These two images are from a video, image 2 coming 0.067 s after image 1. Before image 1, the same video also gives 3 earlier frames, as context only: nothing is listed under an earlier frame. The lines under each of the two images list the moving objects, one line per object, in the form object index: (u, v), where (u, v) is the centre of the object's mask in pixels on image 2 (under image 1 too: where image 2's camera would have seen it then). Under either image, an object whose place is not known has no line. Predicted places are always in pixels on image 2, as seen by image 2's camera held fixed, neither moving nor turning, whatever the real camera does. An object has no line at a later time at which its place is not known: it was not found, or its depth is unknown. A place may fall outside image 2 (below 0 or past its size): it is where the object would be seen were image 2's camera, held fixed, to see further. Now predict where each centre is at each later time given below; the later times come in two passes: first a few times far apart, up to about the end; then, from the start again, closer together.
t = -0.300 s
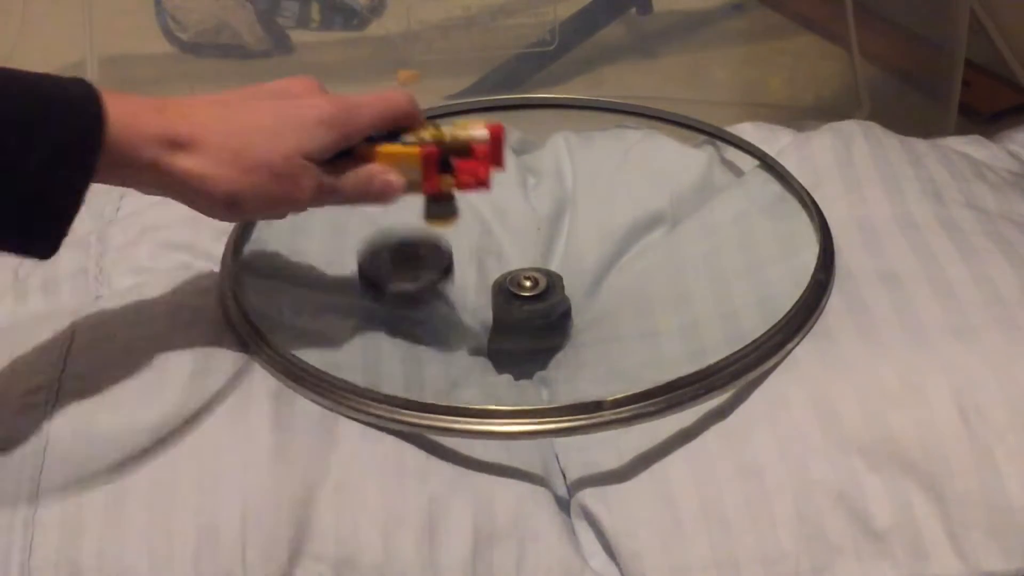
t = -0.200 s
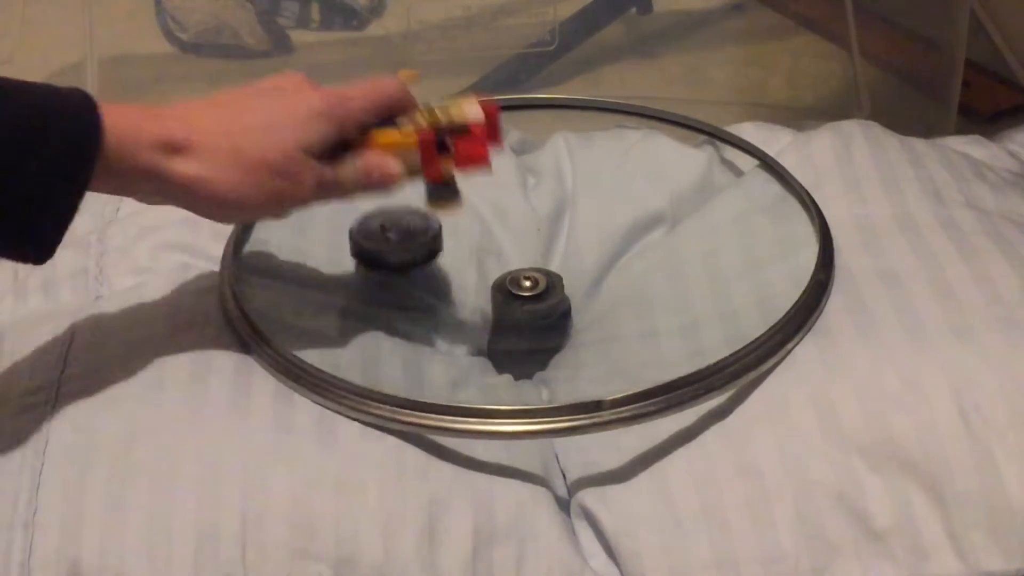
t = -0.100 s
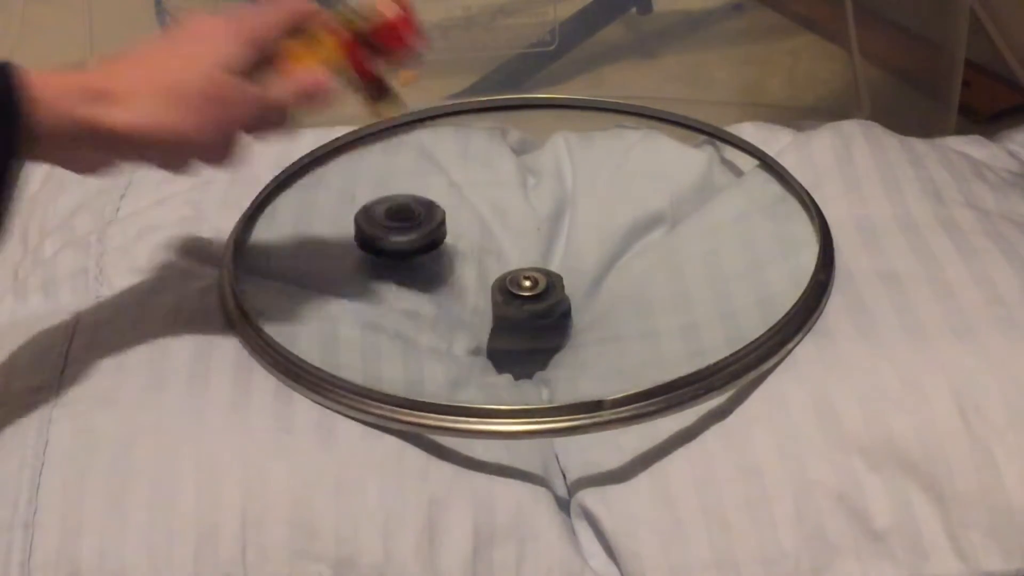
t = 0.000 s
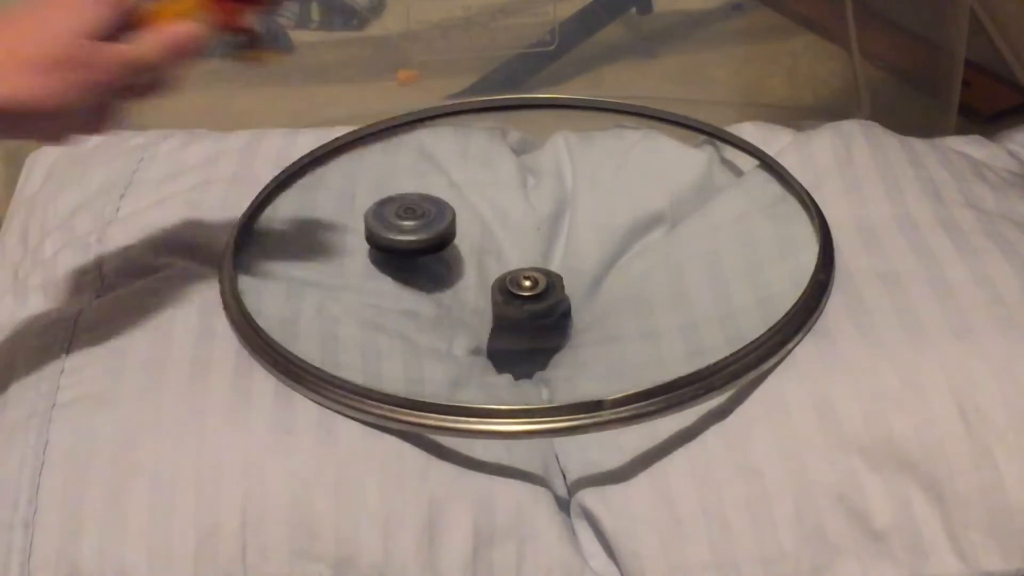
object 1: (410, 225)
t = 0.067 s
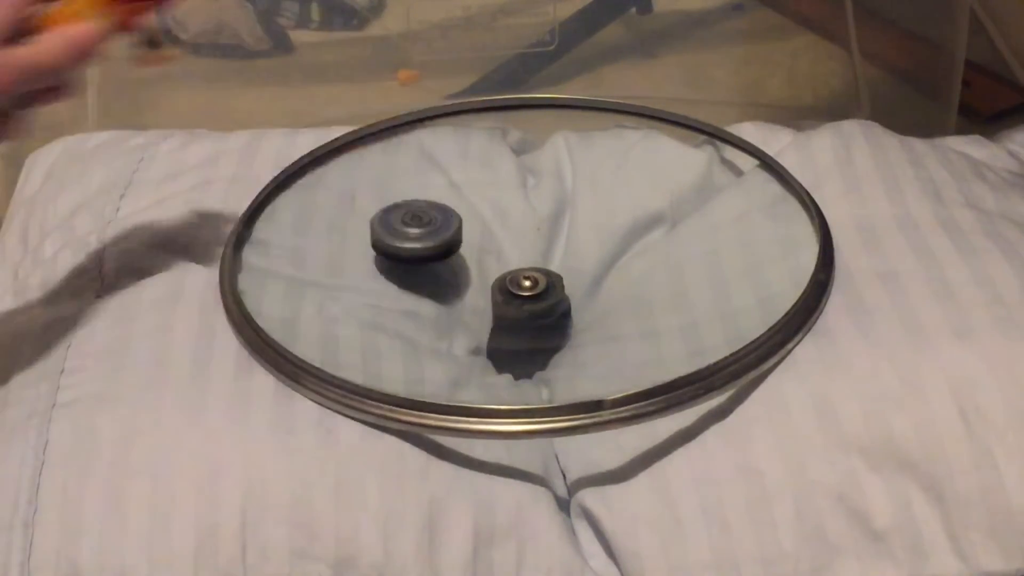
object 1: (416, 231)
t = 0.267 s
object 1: (434, 280)
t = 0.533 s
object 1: (576, 292)
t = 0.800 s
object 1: (590, 187)
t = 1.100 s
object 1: (355, 157)
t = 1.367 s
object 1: (374, 348)
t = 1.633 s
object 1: (751, 199)
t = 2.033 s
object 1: (760, 270)
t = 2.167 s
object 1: (504, 147)
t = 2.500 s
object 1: (747, 299)
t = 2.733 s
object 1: (498, 141)
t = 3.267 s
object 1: (756, 208)
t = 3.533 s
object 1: (470, 145)
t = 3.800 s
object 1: (365, 245)
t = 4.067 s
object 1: (492, 273)
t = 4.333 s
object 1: (462, 270)
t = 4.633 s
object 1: (447, 282)
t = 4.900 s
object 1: (472, 275)
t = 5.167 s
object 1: (464, 256)
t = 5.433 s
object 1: (444, 257)
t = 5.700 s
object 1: (461, 262)
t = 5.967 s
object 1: (478, 250)
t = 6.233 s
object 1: (467, 244)
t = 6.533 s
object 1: (474, 252)
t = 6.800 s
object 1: (489, 249)
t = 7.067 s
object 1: (486, 246)
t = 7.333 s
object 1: (485, 250)
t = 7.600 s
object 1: (493, 252)
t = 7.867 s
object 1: (496, 251)
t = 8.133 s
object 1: (493, 254)
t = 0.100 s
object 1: (419, 237)
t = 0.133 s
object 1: (421, 244)
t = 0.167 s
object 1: (423, 252)
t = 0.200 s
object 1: (424, 261)
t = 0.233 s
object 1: (428, 270)
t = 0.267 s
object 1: (434, 280)
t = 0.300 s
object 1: (443, 288)
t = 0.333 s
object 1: (457, 296)
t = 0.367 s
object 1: (474, 302)
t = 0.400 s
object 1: (494, 305)
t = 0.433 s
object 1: (518, 304)
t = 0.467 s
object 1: (535, 303)
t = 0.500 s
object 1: (555, 298)
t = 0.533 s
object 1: (576, 292)
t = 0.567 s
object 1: (592, 282)
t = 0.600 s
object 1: (605, 270)
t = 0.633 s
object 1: (613, 258)
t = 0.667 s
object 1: (617, 243)
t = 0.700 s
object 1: (617, 229)
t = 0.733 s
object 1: (612, 214)
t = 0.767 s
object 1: (602, 199)
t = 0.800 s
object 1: (590, 187)
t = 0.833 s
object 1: (569, 172)
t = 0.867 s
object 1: (547, 161)
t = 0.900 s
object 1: (521, 151)
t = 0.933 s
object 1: (495, 144)
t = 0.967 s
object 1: (466, 138)
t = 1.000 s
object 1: (436, 137)
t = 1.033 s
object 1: (406, 139)
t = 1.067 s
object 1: (377, 145)
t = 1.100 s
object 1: (355, 157)
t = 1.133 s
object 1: (338, 178)
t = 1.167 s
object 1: (322, 203)
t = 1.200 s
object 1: (311, 229)
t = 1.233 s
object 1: (303, 254)
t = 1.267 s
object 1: (303, 282)
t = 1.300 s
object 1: (312, 304)
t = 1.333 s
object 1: (335, 327)
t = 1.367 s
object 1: (374, 348)
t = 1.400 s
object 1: (428, 363)
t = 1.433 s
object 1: (502, 369)
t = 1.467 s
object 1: (563, 364)
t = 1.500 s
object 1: (634, 349)
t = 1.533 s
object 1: (699, 325)
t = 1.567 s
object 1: (748, 289)
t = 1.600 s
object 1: (766, 248)
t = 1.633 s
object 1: (751, 199)
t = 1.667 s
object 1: (713, 161)
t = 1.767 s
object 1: (450, 139)
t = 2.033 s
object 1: (760, 270)
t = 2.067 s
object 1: (756, 212)
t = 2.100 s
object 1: (698, 167)
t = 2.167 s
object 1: (504, 147)
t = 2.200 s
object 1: (399, 167)
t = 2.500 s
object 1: (747, 299)
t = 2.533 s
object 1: (767, 260)
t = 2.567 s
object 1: (764, 221)
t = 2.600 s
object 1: (738, 186)
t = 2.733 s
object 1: (498, 141)
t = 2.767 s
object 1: (425, 144)
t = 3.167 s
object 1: (747, 298)
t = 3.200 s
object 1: (768, 271)
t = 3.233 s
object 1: (768, 242)
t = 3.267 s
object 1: (756, 208)
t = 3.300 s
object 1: (734, 184)
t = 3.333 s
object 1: (699, 176)
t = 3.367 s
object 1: (661, 157)
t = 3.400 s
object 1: (622, 147)
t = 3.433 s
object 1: (582, 142)
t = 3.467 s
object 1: (543, 143)
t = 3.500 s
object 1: (506, 143)
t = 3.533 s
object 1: (470, 145)
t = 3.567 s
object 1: (437, 145)
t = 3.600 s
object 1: (412, 158)
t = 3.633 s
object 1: (391, 171)
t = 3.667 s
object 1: (374, 185)
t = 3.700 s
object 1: (363, 199)
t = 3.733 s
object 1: (358, 214)
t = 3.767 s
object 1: (358, 230)
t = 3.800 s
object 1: (365, 245)
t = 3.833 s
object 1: (375, 255)
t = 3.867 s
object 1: (391, 267)
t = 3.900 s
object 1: (408, 274)
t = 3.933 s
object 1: (428, 280)
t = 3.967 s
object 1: (448, 283)
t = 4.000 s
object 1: (465, 282)
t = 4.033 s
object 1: (485, 282)
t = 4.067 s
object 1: (492, 273)
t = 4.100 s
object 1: (503, 275)
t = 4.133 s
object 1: (498, 274)
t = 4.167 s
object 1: (495, 277)
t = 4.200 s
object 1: (488, 274)
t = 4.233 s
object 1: (482, 272)
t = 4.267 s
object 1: (473, 270)
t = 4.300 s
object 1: (468, 270)
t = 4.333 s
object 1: (462, 270)
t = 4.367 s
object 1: (457, 270)
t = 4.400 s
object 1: (452, 271)
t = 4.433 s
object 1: (449, 273)
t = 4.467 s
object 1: (446, 273)
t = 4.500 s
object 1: (444, 275)
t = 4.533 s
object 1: (443, 277)
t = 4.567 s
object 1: (443, 279)
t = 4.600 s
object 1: (445, 280)
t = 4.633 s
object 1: (447, 282)
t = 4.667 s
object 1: (450, 283)
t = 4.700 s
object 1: (453, 283)
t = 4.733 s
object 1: (457, 283)
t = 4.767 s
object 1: (460, 282)
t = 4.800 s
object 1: (464, 281)
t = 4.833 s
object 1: (467, 280)
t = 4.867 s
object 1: (470, 278)
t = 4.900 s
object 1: (472, 275)
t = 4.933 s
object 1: (474, 273)
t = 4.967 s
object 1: (474, 270)
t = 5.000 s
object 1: (475, 267)
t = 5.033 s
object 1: (473, 264)
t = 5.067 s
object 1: (472, 262)
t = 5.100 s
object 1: (470, 260)
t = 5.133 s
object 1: (468, 258)
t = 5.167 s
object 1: (464, 256)
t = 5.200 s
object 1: (461, 255)
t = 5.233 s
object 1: (457, 255)
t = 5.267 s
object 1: (454, 254)
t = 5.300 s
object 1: (451, 254)
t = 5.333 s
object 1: (448, 254)
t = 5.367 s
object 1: (446, 255)
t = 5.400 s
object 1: (444, 256)
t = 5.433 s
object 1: (444, 257)
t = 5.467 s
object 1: (444, 258)
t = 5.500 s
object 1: (445, 259)
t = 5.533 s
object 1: (447, 261)
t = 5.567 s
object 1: (448, 262)
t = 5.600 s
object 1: (451, 262)
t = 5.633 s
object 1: (455, 263)
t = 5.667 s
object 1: (458, 263)
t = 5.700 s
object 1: (461, 262)
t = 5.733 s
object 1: (465, 261)
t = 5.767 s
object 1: (467, 261)
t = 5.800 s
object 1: (470, 259)
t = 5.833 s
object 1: (473, 257)
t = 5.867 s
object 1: (474, 256)
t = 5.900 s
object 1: (476, 254)
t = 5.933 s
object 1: (478, 252)
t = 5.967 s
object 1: (478, 250)
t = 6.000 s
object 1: (477, 248)
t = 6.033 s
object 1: (477, 247)
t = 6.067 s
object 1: (476, 245)
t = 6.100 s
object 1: (474, 244)
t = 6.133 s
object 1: (473, 244)
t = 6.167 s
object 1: (470, 244)
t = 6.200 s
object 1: (468, 244)
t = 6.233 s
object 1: (467, 244)
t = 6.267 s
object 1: (466, 244)
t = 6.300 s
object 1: (465, 245)
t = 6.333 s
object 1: (465, 247)
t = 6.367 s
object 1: (465, 248)
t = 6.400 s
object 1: (465, 249)
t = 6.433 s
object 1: (467, 250)
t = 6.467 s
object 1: (469, 251)
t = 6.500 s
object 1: (472, 252)
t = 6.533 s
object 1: (474, 252)
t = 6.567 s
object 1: (476, 253)
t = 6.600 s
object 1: (479, 253)
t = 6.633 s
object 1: (481, 252)
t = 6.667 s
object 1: (483, 251)
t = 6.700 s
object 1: (485, 251)
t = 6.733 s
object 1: (487, 250)
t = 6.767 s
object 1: (489, 249)
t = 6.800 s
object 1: (489, 249)
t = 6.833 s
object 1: (490, 247)
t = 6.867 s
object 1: (491, 246)
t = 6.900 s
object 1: (490, 246)
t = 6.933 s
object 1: (488, 246)
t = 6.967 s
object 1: (488, 245)
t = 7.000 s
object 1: (488, 246)
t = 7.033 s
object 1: (487, 246)
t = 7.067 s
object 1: (486, 246)
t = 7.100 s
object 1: (487, 246)
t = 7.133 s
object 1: (486, 247)
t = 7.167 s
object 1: (485, 247)
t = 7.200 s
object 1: (486, 247)
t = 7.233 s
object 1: (485, 248)
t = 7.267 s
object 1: (485, 249)
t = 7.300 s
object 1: (486, 249)
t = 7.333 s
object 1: (485, 250)
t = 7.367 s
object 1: (486, 251)
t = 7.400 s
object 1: (487, 251)
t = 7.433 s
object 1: (487, 251)
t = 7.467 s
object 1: (488, 251)
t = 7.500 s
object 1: (490, 252)
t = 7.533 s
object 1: (491, 252)
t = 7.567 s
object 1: (491, 253)
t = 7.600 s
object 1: (493, 252)
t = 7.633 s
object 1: (495, 253)
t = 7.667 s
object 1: (496, 253)
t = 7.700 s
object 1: (497, 253)
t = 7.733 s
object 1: (498, 252)
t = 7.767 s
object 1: (498, 251)
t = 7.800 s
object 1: (497, 251)
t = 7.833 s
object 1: (497, 251)
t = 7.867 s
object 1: (496, 251)
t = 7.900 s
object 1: (495, 251)
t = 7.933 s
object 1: (495, 251)
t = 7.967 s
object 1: (495, 251)
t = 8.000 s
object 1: (494, 252)
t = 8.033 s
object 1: (493, 252)
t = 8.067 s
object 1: (492, 252)
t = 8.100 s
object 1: (493, 253)
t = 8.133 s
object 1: (493, 254)
